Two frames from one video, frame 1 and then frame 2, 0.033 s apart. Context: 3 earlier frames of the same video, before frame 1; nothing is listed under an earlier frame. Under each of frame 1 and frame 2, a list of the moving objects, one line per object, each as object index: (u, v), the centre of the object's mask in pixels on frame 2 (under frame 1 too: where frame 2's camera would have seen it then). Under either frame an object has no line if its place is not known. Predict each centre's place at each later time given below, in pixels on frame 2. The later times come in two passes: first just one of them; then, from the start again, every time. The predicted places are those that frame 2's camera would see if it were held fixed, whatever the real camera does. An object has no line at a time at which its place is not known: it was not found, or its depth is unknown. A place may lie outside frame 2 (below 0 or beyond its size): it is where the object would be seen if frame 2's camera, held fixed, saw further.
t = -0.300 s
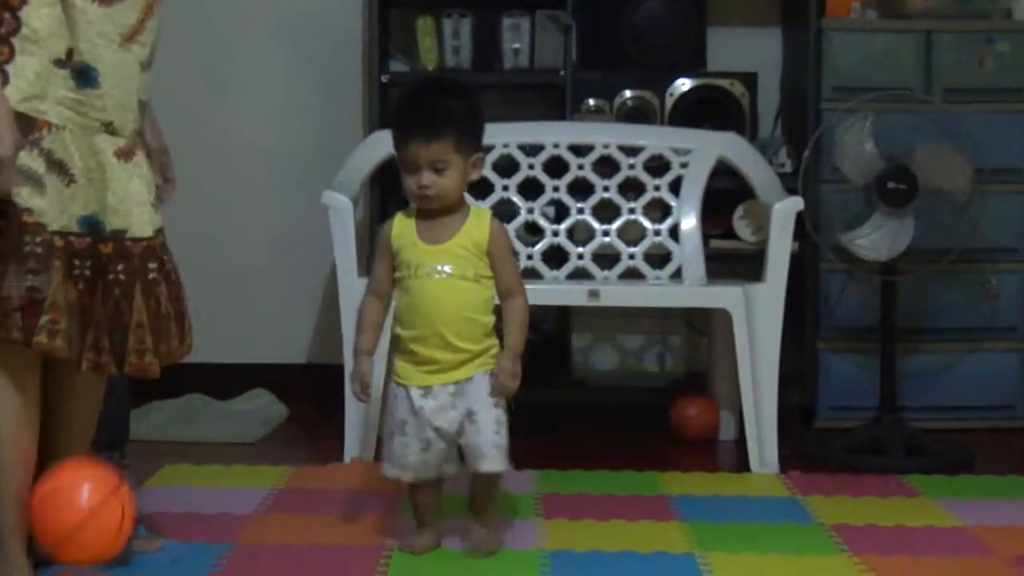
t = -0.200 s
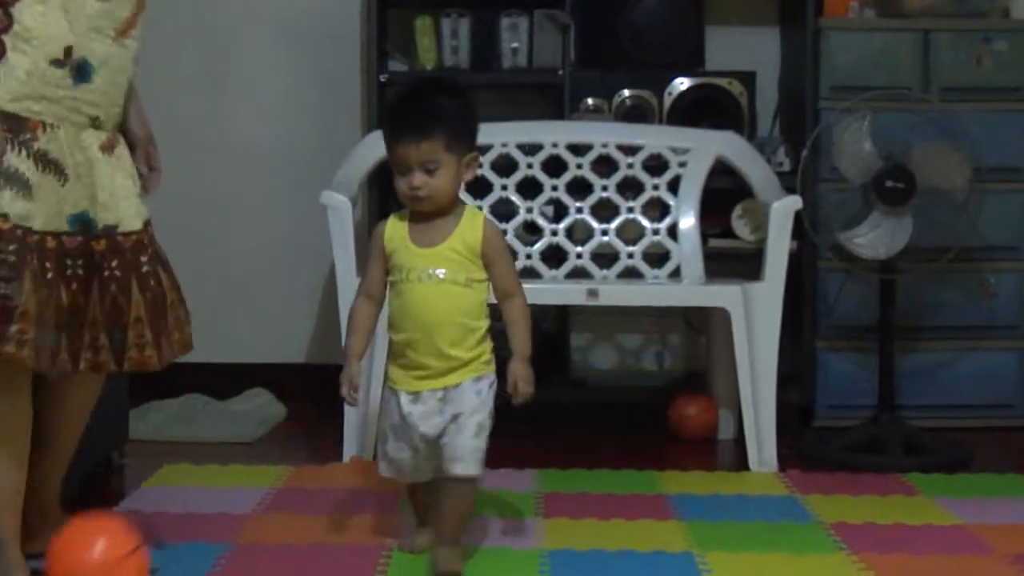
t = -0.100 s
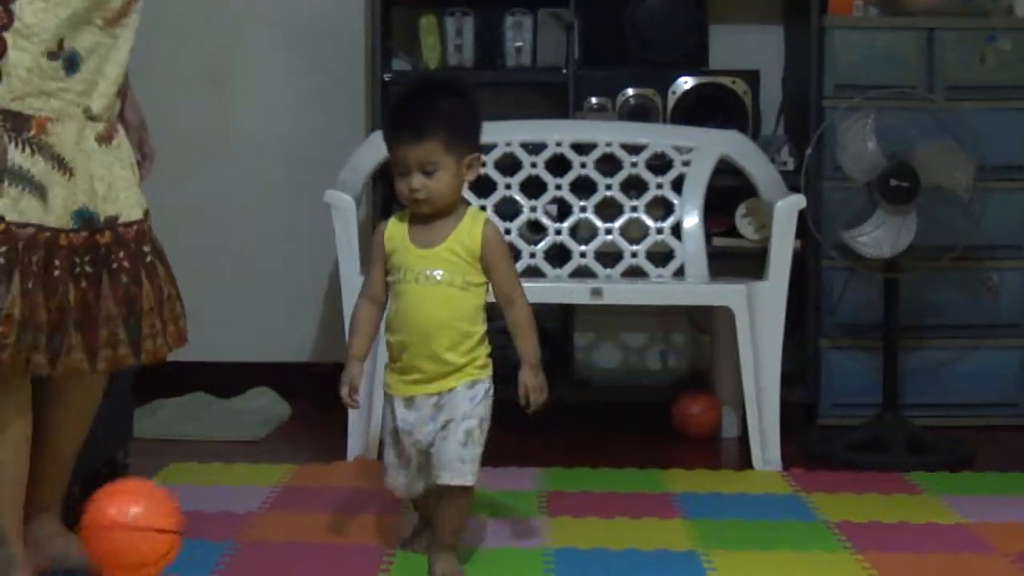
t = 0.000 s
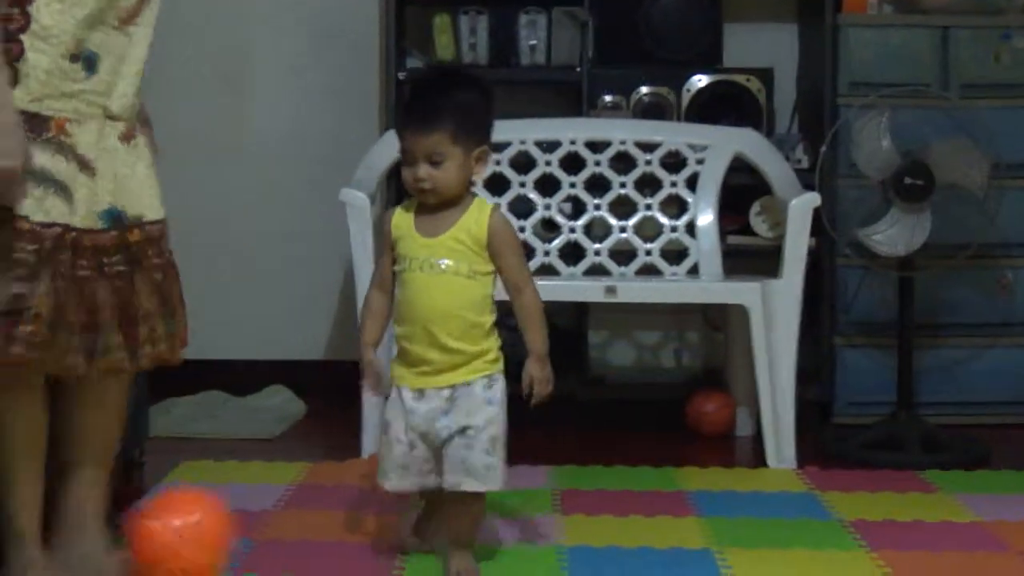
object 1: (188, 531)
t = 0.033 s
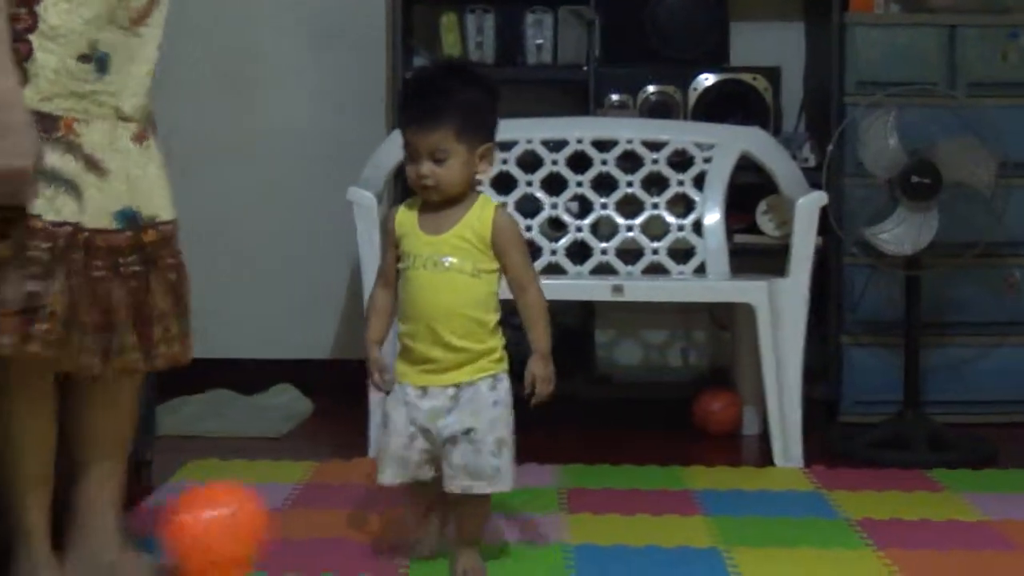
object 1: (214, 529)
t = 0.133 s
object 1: (295, 544)
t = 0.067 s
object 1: (241, 530)
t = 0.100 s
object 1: (267, 535)
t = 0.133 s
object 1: (295, 544)
